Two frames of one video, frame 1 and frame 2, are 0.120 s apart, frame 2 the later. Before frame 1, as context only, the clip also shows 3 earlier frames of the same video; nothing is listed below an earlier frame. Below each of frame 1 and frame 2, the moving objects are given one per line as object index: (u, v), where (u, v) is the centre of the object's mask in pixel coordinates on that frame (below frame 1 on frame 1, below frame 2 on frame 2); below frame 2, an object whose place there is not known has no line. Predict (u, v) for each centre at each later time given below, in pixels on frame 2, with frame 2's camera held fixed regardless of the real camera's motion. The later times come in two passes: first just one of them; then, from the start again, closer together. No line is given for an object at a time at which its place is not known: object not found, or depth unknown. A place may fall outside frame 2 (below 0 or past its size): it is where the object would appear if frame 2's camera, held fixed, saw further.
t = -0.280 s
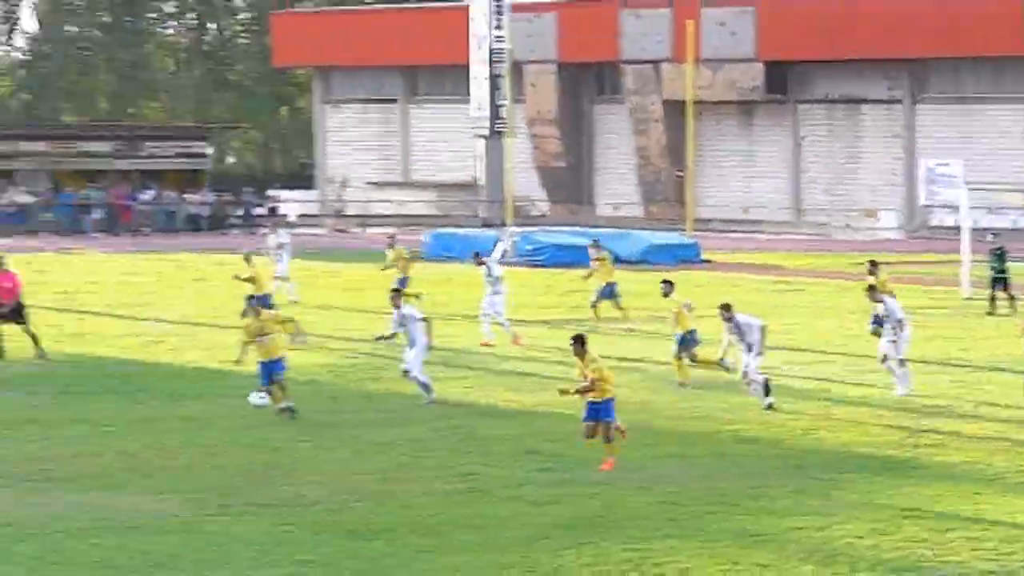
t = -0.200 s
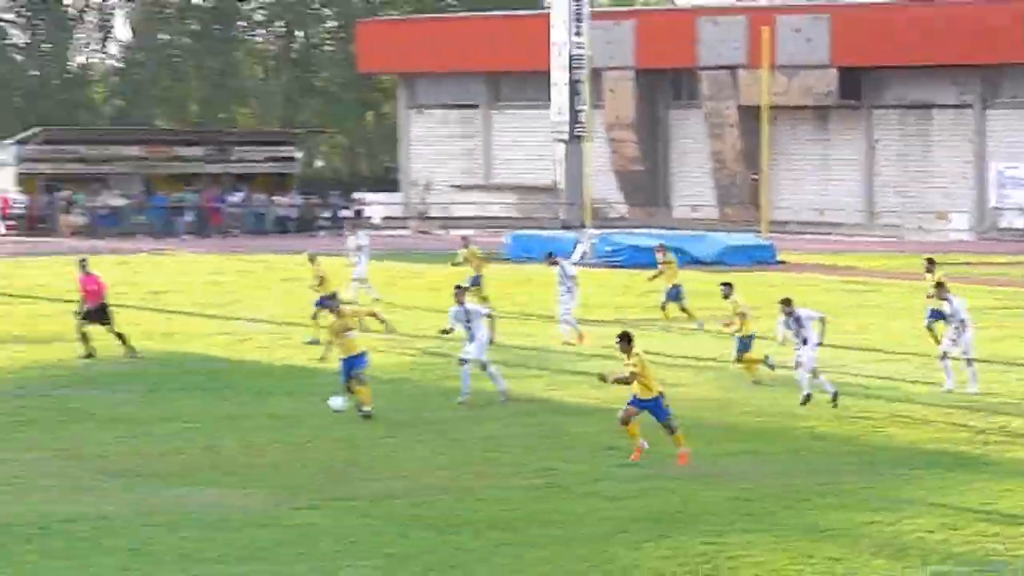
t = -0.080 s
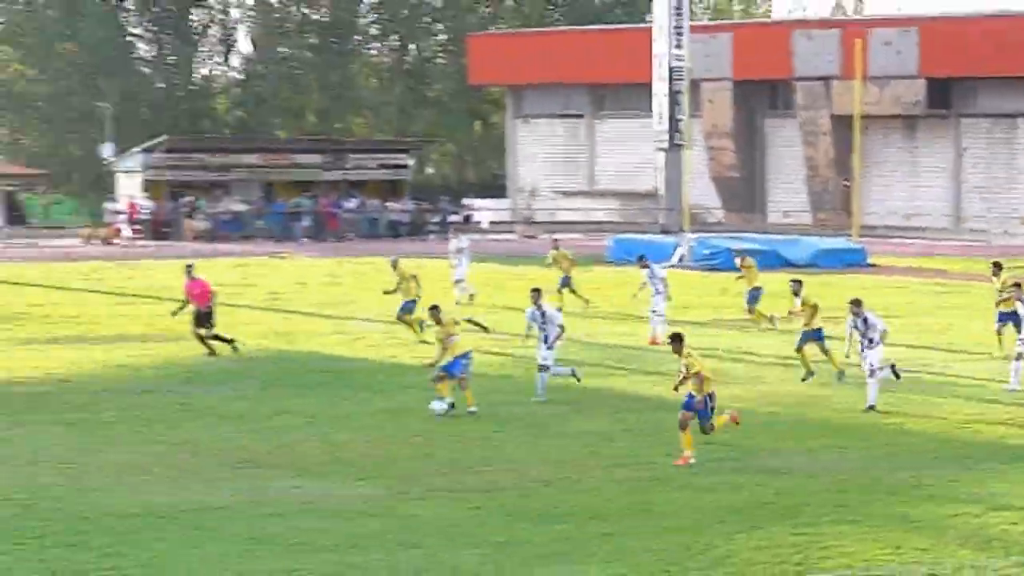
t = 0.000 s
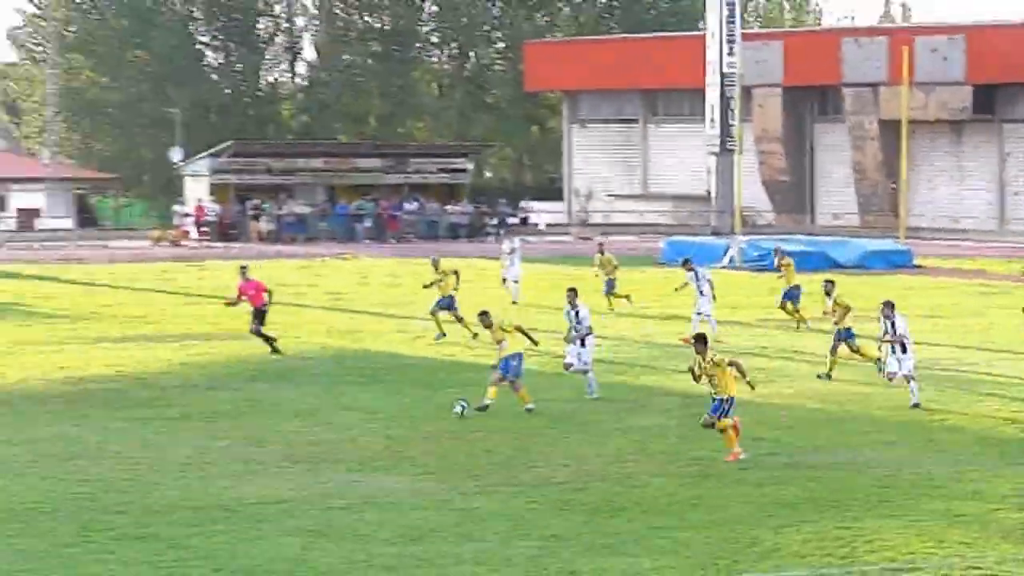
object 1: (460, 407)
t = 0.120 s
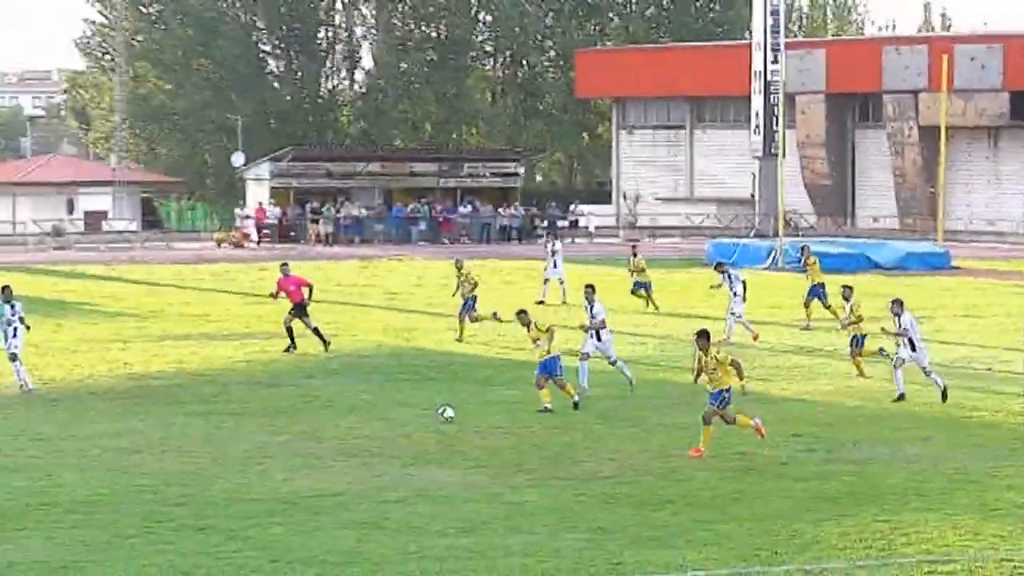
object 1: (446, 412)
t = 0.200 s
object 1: (405, 416)
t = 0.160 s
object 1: (425, 414)
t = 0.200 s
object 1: (405, 416)
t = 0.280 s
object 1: (365, 425)
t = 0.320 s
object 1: (345, 429)
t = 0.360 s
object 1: (327, 430)
